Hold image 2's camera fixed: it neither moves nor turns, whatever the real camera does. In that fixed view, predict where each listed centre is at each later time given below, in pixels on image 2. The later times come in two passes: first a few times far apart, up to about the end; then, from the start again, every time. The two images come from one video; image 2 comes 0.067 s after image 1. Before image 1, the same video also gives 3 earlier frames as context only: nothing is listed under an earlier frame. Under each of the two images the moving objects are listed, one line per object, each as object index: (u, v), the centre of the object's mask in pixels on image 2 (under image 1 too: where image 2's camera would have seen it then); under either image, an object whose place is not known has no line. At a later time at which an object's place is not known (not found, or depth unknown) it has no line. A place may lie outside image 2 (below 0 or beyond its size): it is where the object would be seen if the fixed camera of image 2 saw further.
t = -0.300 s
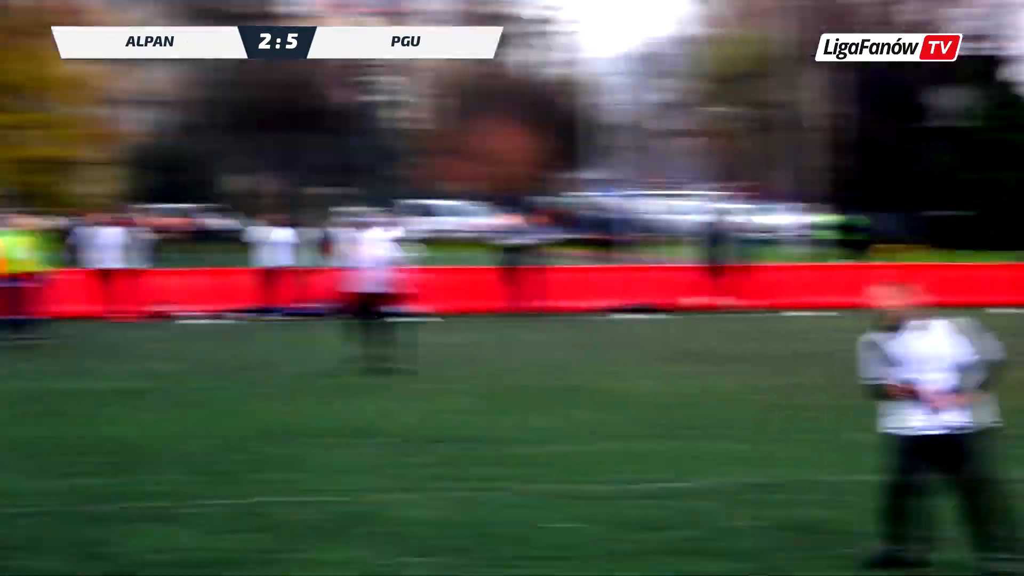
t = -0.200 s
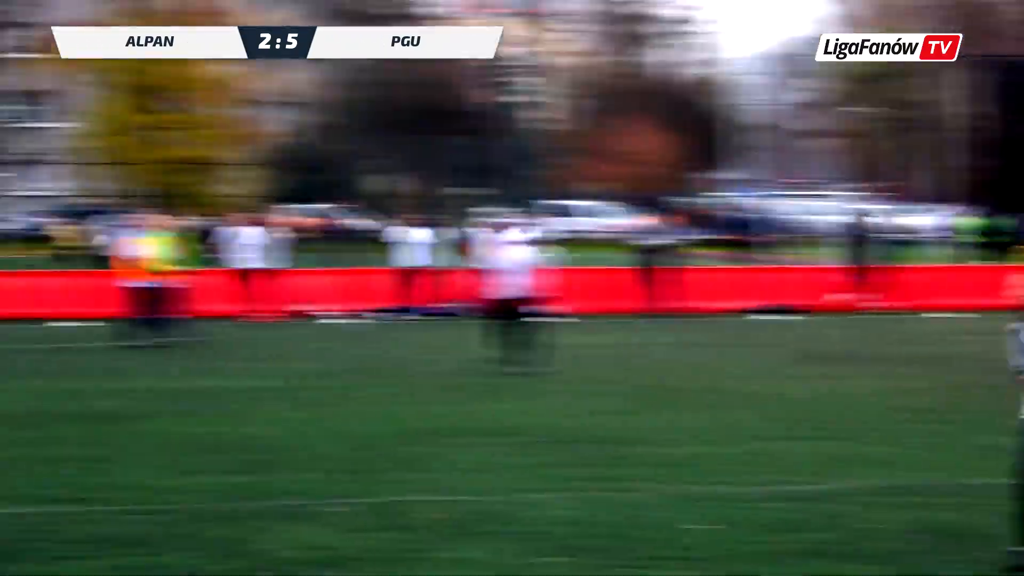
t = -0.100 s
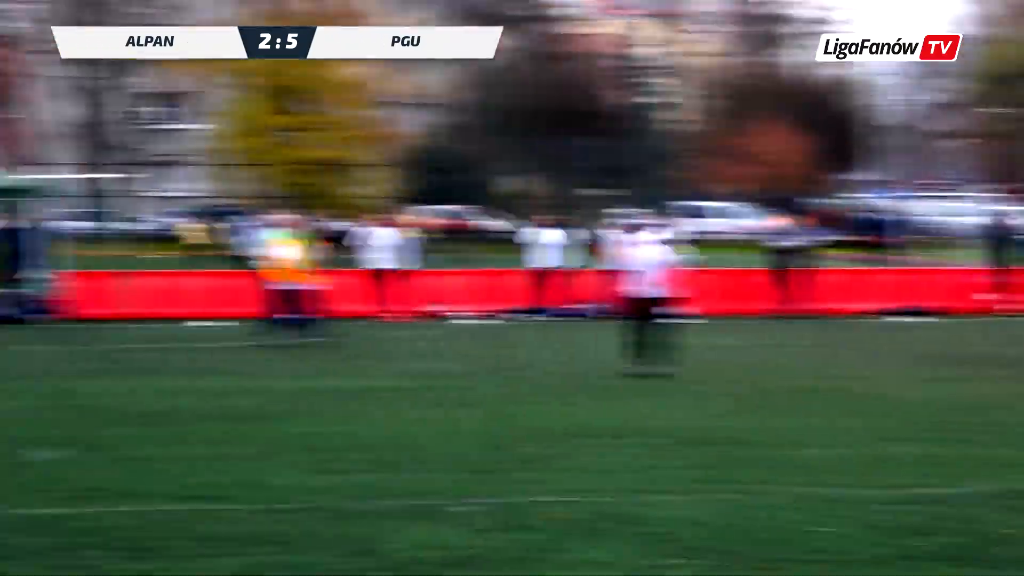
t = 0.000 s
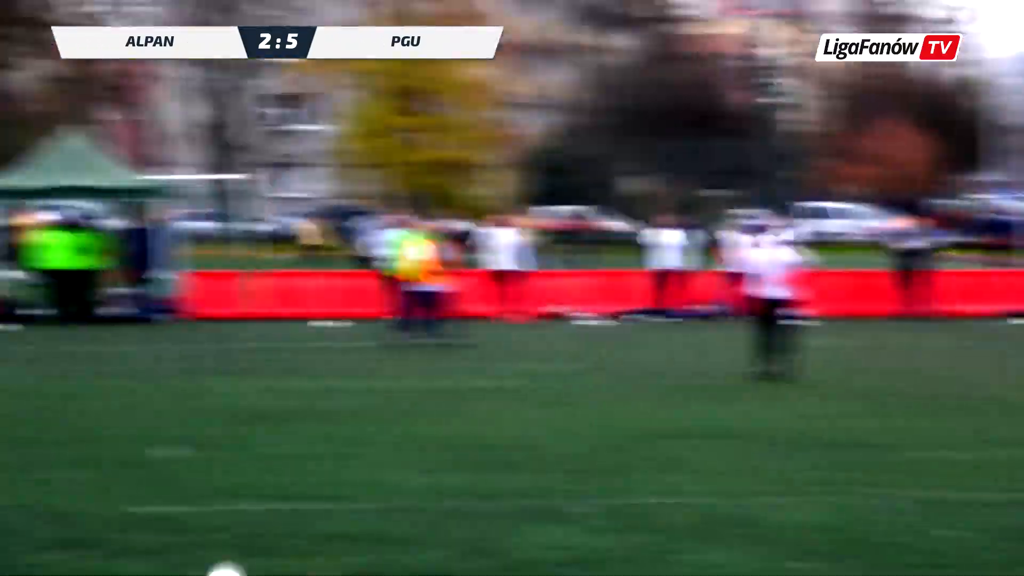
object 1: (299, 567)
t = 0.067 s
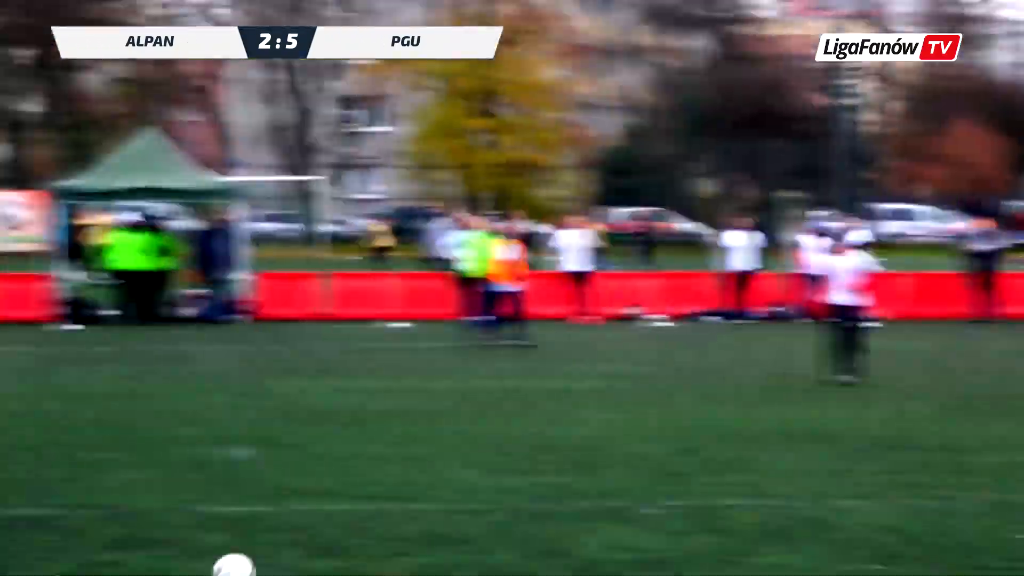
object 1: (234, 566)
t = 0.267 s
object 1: (92, 545)
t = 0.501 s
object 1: (-46, 520)
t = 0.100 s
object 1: (216, 563)
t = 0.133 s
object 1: (188, 561)
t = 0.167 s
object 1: (159, 558)
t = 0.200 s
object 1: (142, 553)
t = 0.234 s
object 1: (117, 549)
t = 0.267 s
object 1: (92, 545)
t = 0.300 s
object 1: (72, 543)
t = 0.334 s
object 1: (51, 539)
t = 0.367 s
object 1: (29, 533)
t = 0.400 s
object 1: (10, 530)
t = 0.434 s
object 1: (-8, 528)
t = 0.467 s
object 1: (-28, 527)
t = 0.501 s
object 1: (-46, 520)
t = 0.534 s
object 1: (-65, 515)
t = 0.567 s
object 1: (-86, 514)
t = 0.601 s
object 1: (-102, 514)
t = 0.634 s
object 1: (-119, 515)
